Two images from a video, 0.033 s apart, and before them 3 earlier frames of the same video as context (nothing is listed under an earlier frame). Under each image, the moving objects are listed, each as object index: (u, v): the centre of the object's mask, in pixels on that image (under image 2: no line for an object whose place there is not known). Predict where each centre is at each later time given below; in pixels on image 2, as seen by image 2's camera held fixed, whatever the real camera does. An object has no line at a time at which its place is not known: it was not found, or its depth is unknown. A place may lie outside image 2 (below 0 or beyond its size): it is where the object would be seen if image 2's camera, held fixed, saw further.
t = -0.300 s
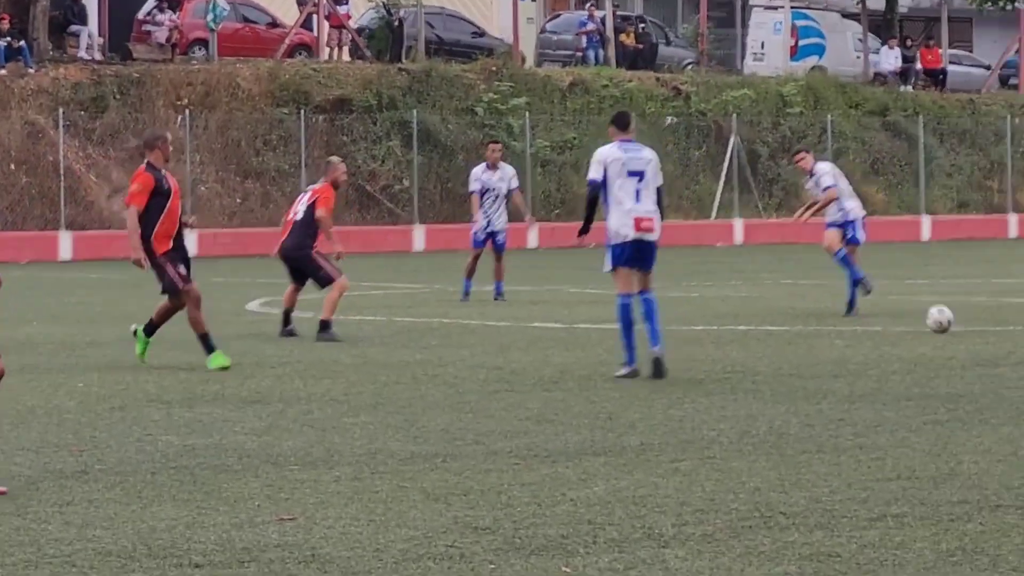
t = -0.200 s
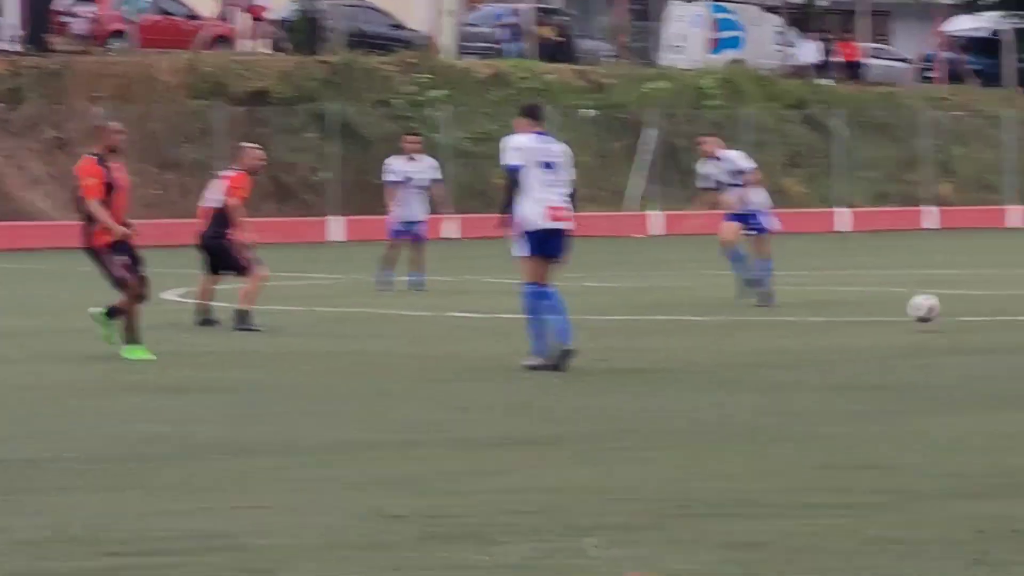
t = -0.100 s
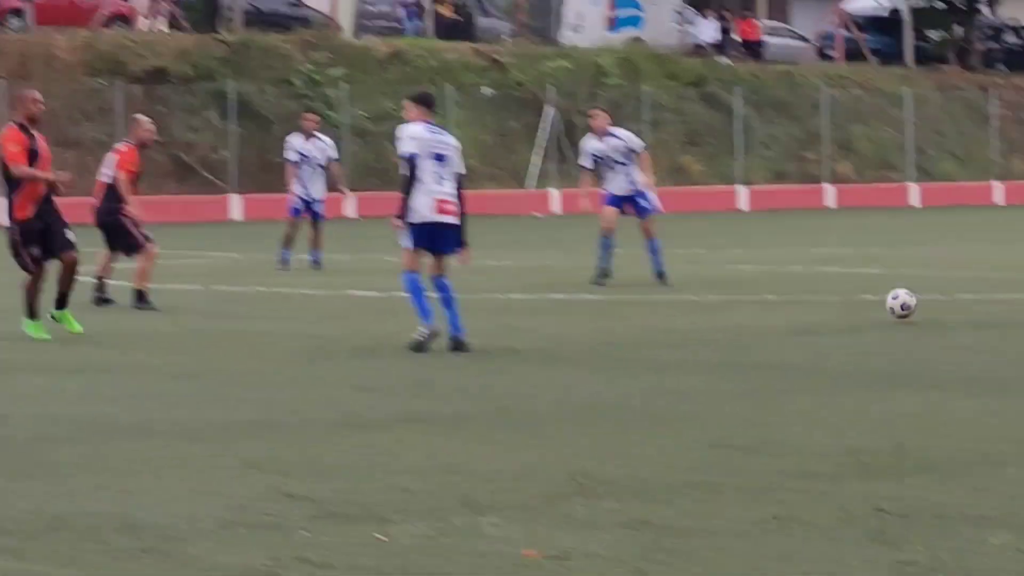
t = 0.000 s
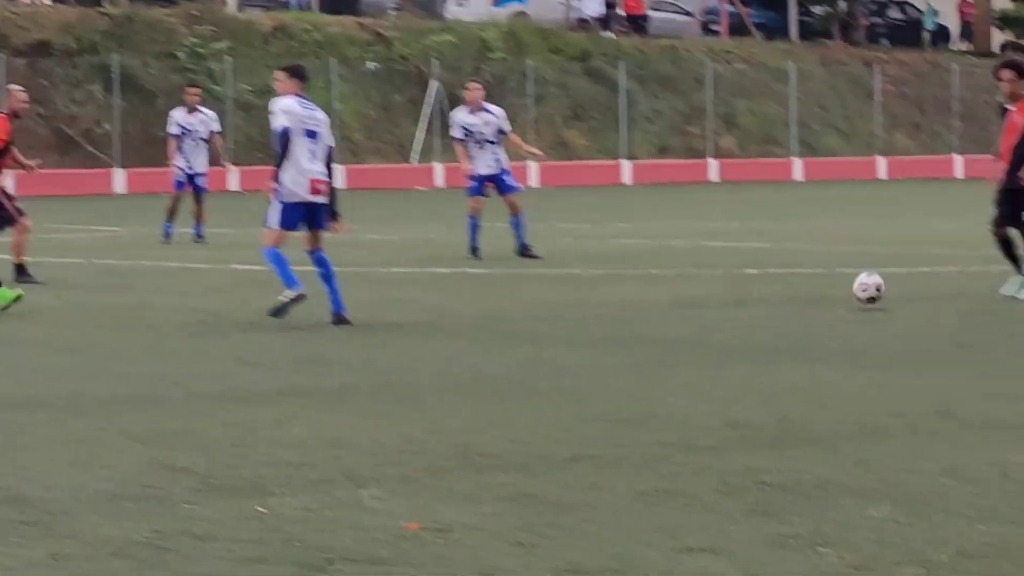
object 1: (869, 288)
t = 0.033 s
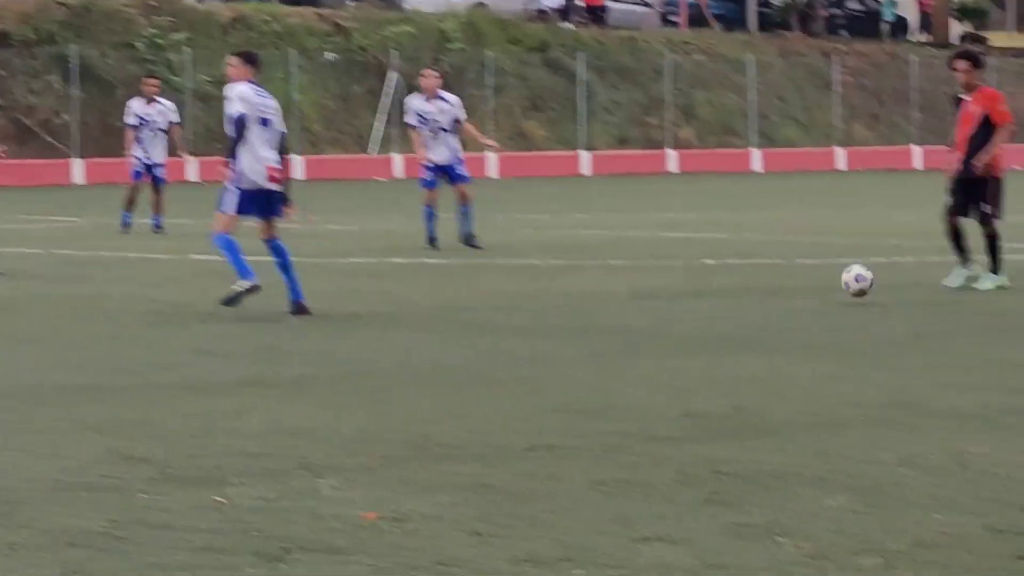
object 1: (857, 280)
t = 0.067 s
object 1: (891, 285)
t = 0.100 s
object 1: (926, 294)
